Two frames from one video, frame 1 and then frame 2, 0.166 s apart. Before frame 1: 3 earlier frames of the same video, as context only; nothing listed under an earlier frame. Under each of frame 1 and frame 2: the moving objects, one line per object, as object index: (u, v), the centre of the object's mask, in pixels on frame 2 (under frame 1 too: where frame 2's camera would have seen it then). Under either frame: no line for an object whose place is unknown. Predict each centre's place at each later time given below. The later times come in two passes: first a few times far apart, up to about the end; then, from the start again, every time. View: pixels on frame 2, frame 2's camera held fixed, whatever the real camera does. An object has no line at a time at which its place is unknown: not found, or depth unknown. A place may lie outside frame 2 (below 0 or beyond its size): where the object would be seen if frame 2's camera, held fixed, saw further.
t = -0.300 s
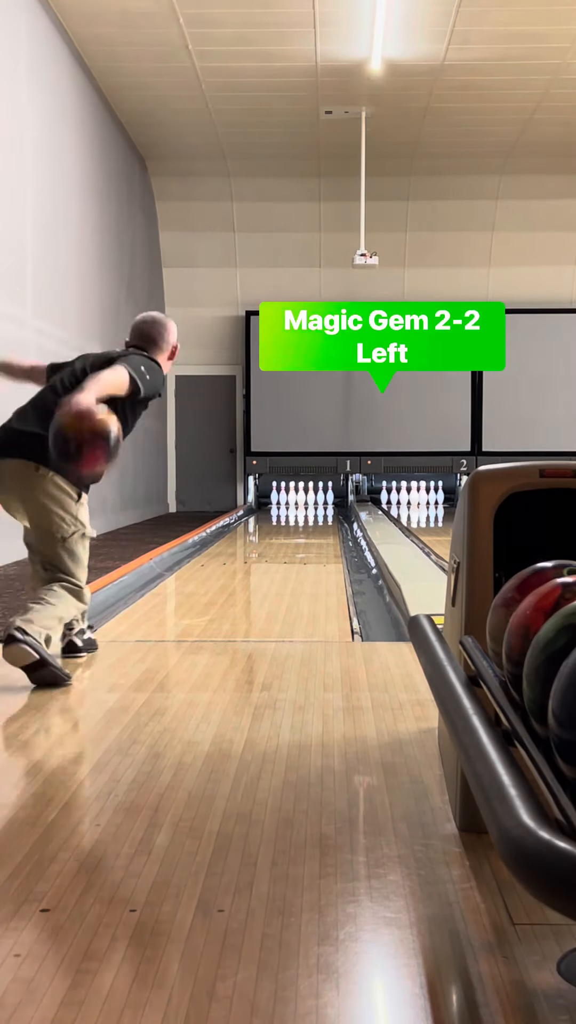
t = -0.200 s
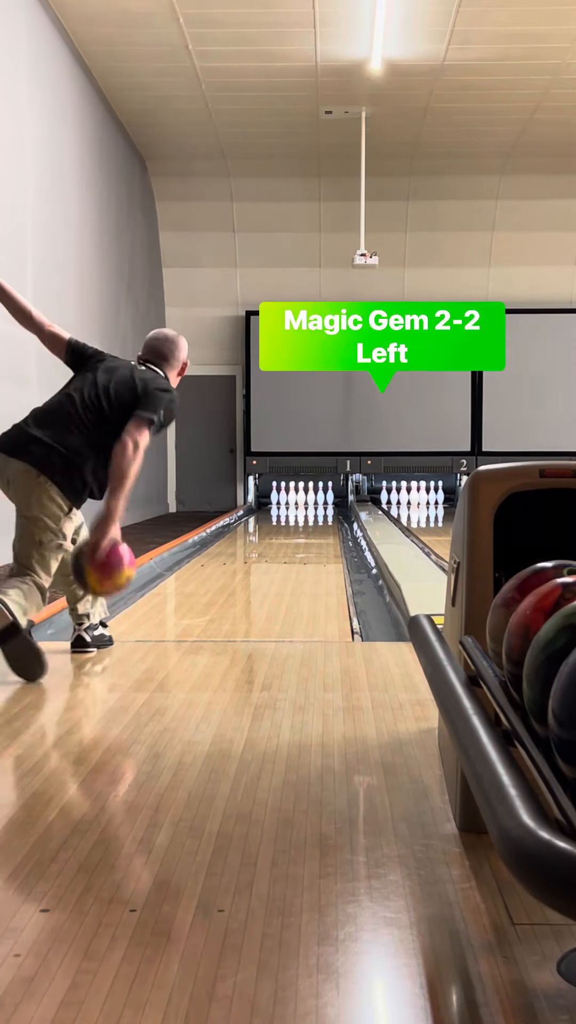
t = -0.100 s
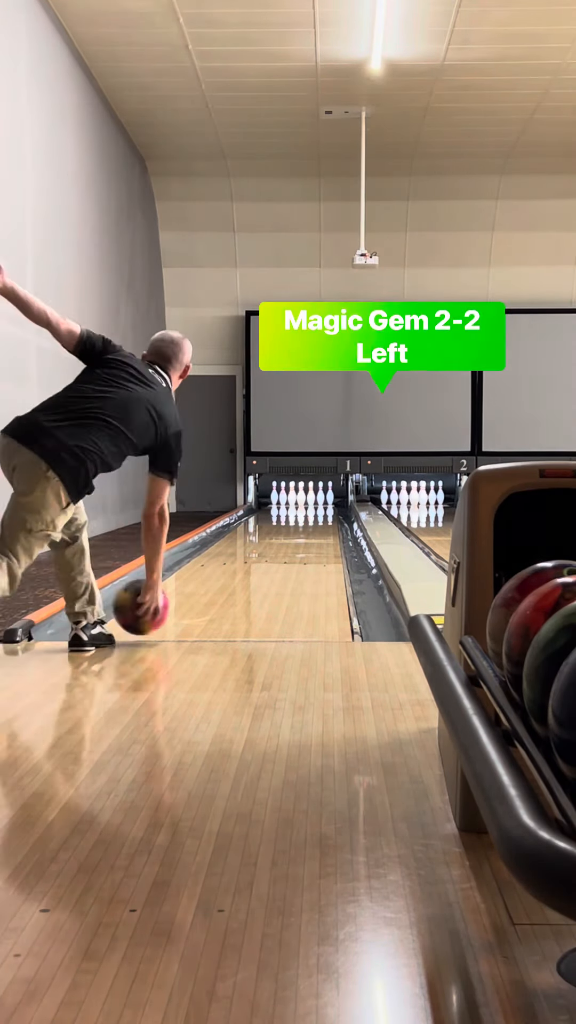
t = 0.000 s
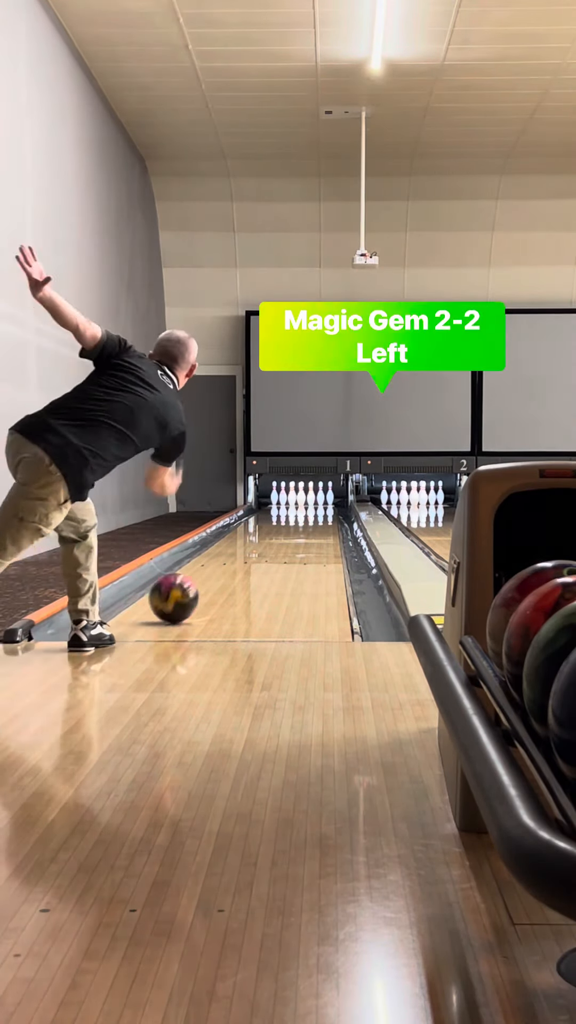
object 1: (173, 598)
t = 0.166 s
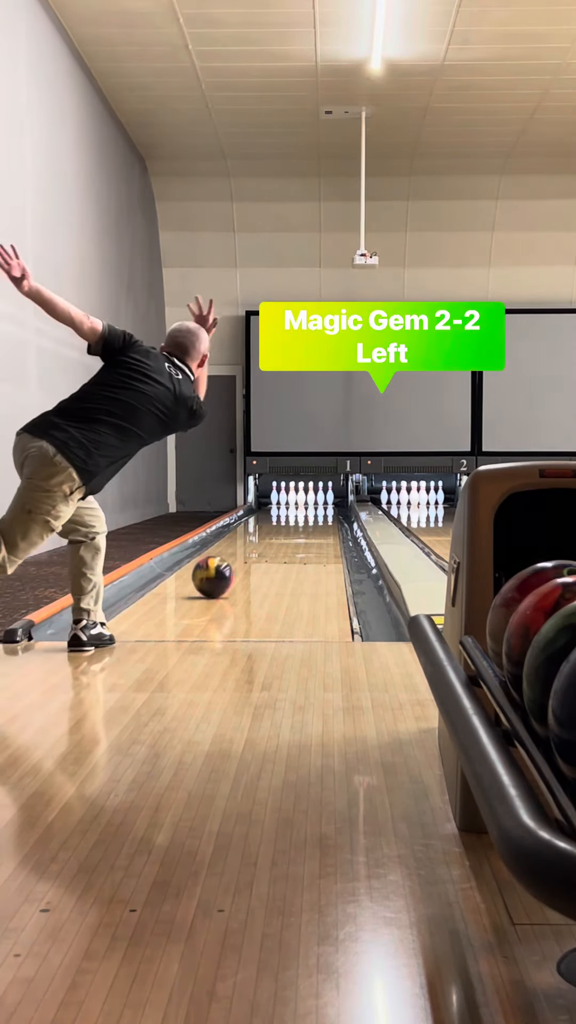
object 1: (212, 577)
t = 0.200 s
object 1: (219, 574)
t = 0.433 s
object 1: (254, 553)
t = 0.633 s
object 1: (275, 541)
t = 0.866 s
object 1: (292, 531)
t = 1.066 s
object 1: (304, 525)
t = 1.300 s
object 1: (314, 517)
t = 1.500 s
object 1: (320, 512)
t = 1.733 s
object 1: (324, 509)
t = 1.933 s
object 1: (322, 506)
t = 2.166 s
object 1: (314, 503)
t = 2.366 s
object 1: (308, 501)
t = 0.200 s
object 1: (219, 574)
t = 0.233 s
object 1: (224, 570)
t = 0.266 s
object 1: (230, 567)
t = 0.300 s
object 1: (236, 563)
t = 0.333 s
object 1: (241, 561)
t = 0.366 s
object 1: (246, 558)
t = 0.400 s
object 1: (250, 555)
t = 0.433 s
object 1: (254, 553)
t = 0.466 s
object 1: (258, 551)
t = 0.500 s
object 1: (262, 548)
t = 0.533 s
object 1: (266, 546)
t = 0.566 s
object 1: (270, 545)
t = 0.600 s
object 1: (272, 543)
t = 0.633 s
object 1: (275, 541)
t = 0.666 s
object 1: (278, 540)
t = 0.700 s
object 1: (281, 538)
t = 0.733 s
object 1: (283, 537)
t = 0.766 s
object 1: (286, 536)
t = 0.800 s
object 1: (289, 534)
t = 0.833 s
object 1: (291, 532)
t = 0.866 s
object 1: (292, 531)
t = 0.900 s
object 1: (295, 530)
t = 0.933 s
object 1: (298, 529)
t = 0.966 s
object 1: (300, 527)
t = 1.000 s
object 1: (301, 526)
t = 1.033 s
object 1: (302, 525)
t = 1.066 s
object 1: (304, 525)
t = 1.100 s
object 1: (306, 523)
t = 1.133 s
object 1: (307, 521)
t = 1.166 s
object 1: (309, 521)
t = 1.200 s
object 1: (310, 520)
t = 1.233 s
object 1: (312, 519)
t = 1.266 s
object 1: (314, 517)
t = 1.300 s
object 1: (314, 517)
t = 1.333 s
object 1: (316, 516)
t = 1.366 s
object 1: (317, 515)
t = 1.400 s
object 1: (318, 514)
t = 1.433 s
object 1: (318, 514)
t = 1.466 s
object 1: (319, 513)
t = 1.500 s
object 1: (320, 512)
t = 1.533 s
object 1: (321, 512)
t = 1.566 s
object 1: (321, 511)
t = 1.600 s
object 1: (323, 511)
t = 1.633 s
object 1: (323, 510)
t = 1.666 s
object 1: (323, 510)
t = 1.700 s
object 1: (323, 509)
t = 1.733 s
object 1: (324, 509)
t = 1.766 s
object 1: (324, 508)
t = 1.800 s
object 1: (324, 508)
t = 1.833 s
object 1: (323, 507)
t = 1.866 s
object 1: (323, 507)
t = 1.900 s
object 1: (322, 506)
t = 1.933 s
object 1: (322, 506)
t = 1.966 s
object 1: (321, 505)
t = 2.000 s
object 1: (320, 505)
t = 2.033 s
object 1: (319, 504)
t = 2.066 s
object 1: (318, 504)
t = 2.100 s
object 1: (317, 503)
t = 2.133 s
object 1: (315, 503)
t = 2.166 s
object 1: (314, 503)
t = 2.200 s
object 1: (313, 502)
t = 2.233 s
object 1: (312, 502)
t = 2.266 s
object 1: (311, 502)
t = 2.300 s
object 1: (310, 502)
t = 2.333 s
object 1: (309, 501)
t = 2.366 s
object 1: (308, 501)
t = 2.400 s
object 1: (308, 501)
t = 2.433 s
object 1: (307, 500)
